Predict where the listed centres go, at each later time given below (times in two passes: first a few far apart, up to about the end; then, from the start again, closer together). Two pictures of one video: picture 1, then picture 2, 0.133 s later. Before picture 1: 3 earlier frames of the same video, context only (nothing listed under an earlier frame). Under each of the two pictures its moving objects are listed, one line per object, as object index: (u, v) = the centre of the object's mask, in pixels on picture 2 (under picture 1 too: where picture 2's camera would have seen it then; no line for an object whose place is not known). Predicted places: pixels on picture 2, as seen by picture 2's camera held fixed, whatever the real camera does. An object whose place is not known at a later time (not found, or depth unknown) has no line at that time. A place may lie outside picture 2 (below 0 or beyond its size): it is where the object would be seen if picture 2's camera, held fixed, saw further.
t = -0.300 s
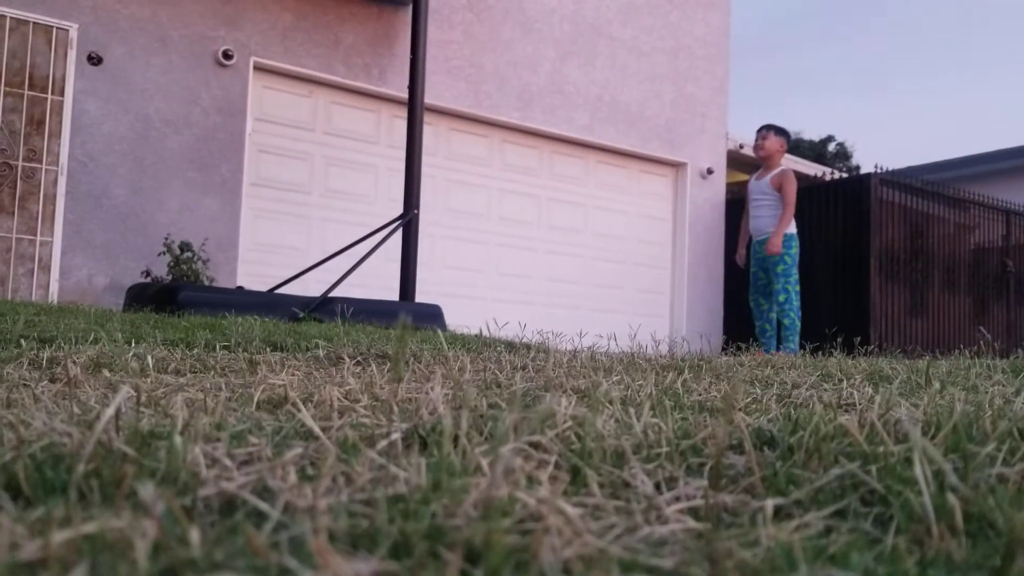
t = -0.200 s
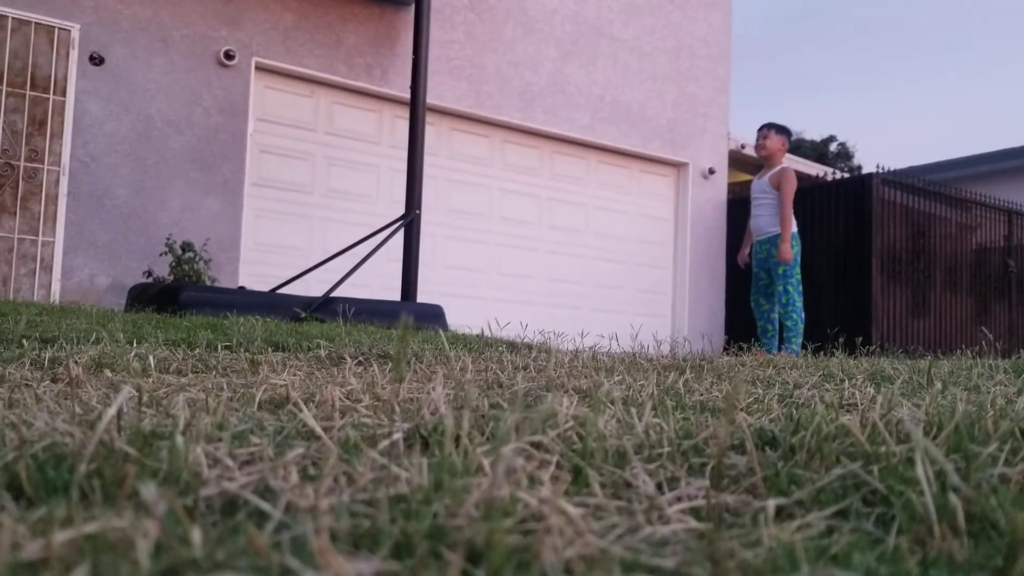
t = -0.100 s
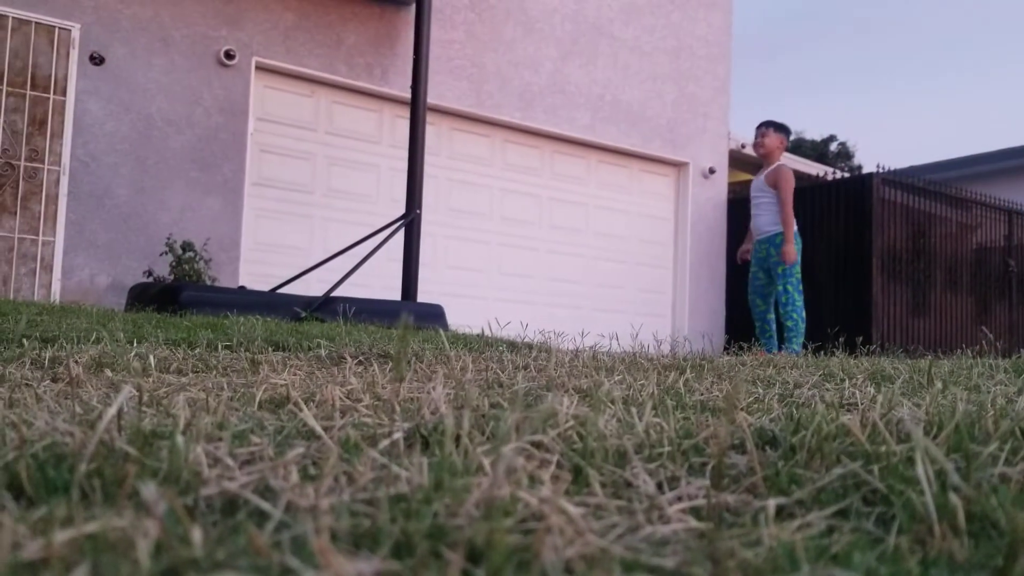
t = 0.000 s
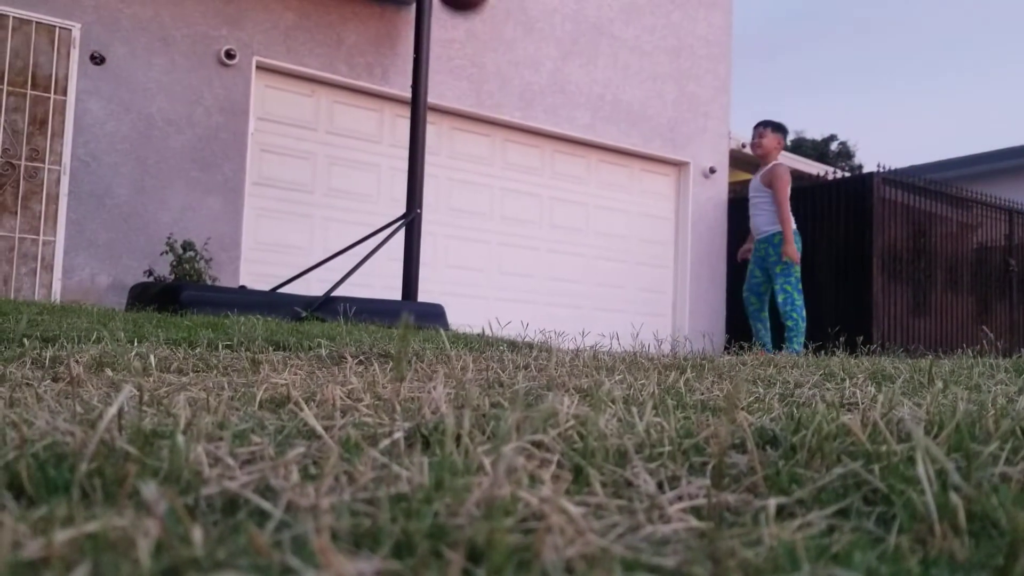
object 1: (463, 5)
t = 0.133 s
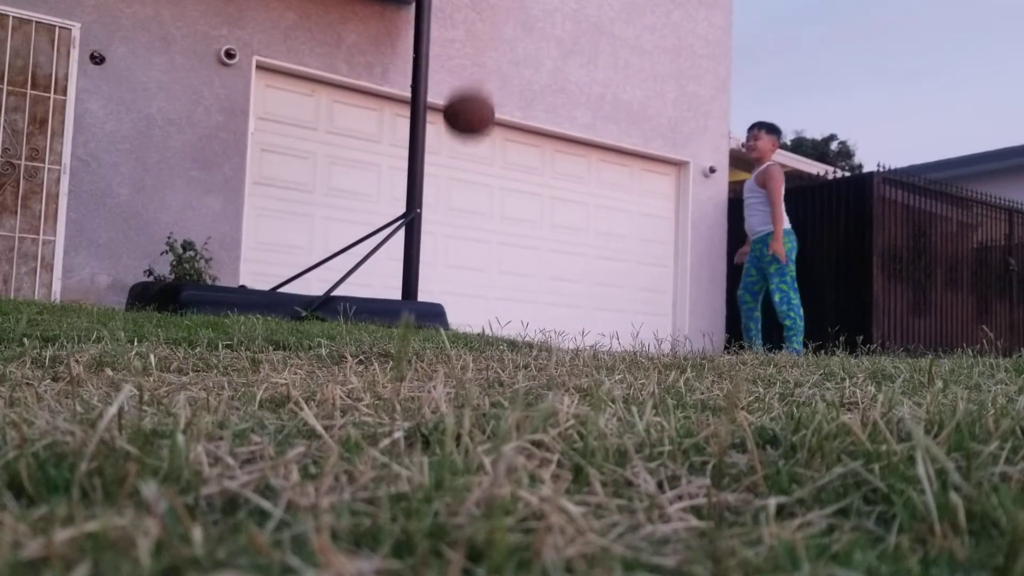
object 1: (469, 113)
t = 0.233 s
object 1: (472, 225)
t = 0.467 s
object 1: (518, 187)
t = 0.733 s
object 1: (583, 80)
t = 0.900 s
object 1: (617, 87)
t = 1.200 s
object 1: (669, 222)
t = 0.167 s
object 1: (470, 149)
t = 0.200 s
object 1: (471, 185)
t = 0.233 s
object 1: (472, 225)
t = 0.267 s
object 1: (473, 266)
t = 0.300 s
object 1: (474, 307)
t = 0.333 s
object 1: (480, 305)
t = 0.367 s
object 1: (490, 271)
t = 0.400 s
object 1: (500, 240)
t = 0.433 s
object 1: (509, 212)
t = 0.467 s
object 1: (518, 187)
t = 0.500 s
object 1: (527, 165)
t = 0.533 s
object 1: (535, 146)
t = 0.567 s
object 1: (544, 128)
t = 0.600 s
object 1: (553, 114)
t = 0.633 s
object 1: (560, 102)
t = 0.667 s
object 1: (568, 92)
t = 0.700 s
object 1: (575, 85)
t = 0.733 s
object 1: (583, 80)
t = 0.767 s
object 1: (590, 77)
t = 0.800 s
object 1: (597, 77)
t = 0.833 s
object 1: (604, 78)
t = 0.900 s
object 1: (617, 87)
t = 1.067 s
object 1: (647, 144)
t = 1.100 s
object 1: (653, 161)
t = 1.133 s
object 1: (658, 180)
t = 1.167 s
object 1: (663, 201)
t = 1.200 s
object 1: (669, 222)
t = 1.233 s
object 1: (674, 246)
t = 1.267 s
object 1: (679, 272)
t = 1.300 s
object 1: (684, 300)
